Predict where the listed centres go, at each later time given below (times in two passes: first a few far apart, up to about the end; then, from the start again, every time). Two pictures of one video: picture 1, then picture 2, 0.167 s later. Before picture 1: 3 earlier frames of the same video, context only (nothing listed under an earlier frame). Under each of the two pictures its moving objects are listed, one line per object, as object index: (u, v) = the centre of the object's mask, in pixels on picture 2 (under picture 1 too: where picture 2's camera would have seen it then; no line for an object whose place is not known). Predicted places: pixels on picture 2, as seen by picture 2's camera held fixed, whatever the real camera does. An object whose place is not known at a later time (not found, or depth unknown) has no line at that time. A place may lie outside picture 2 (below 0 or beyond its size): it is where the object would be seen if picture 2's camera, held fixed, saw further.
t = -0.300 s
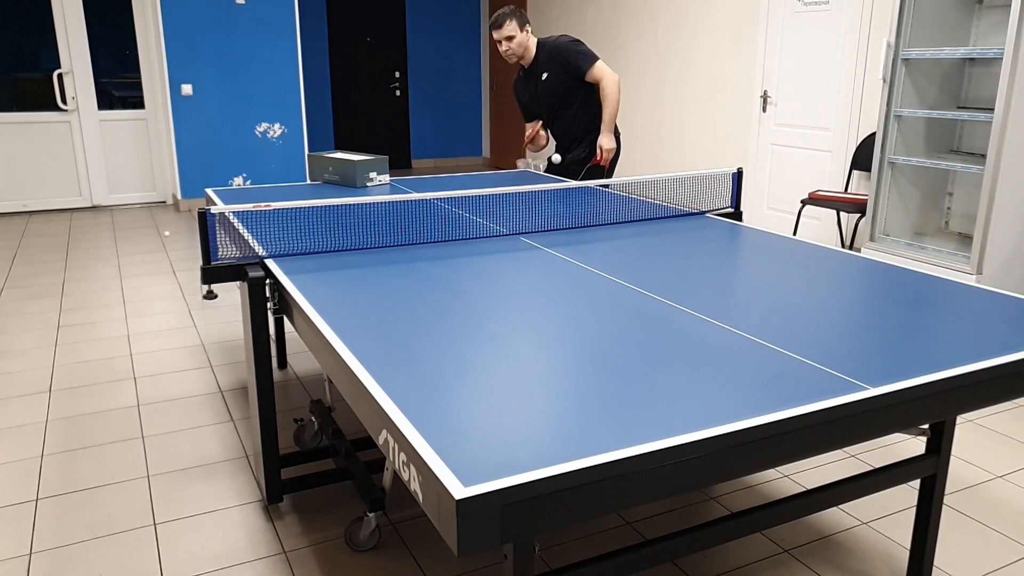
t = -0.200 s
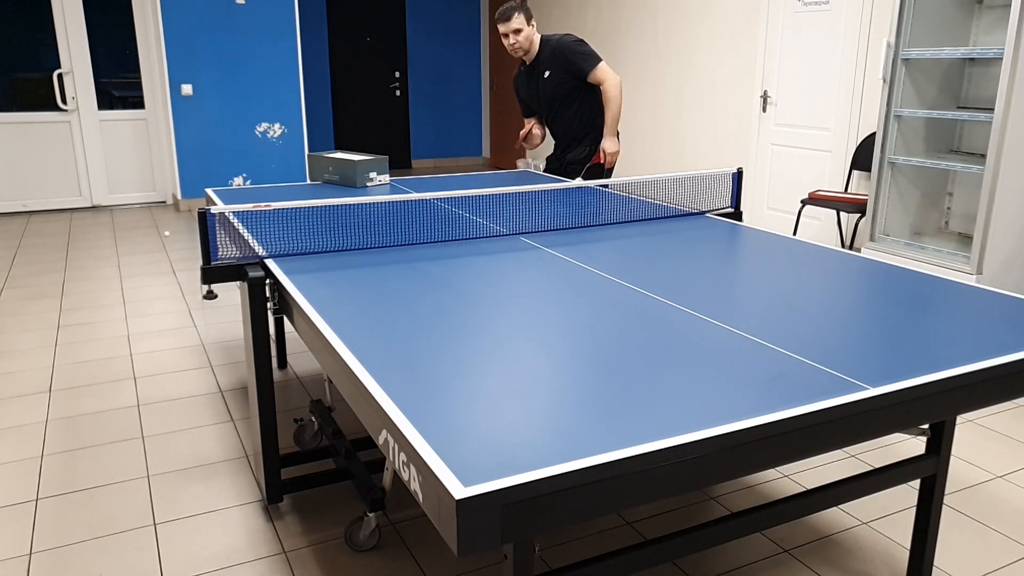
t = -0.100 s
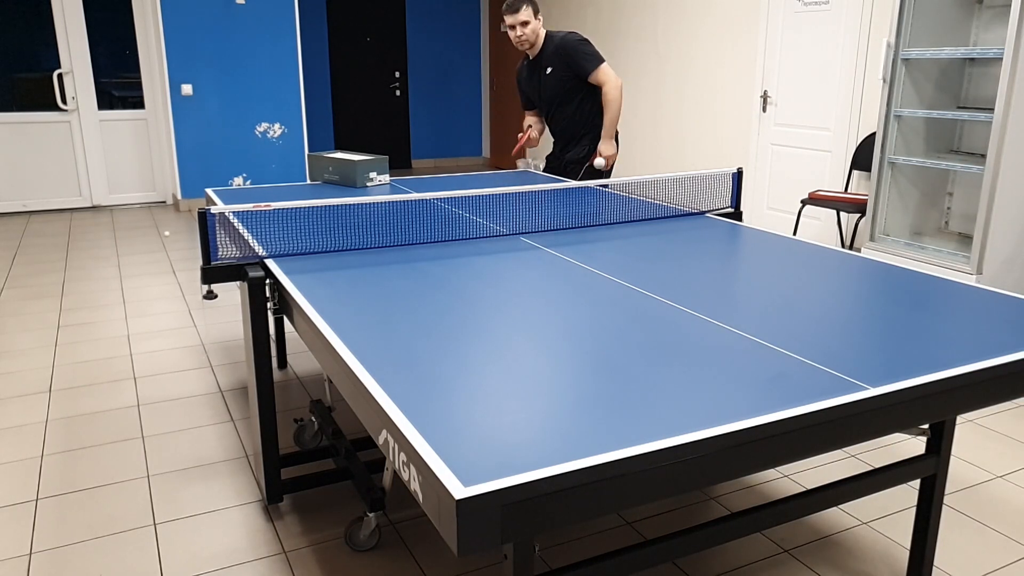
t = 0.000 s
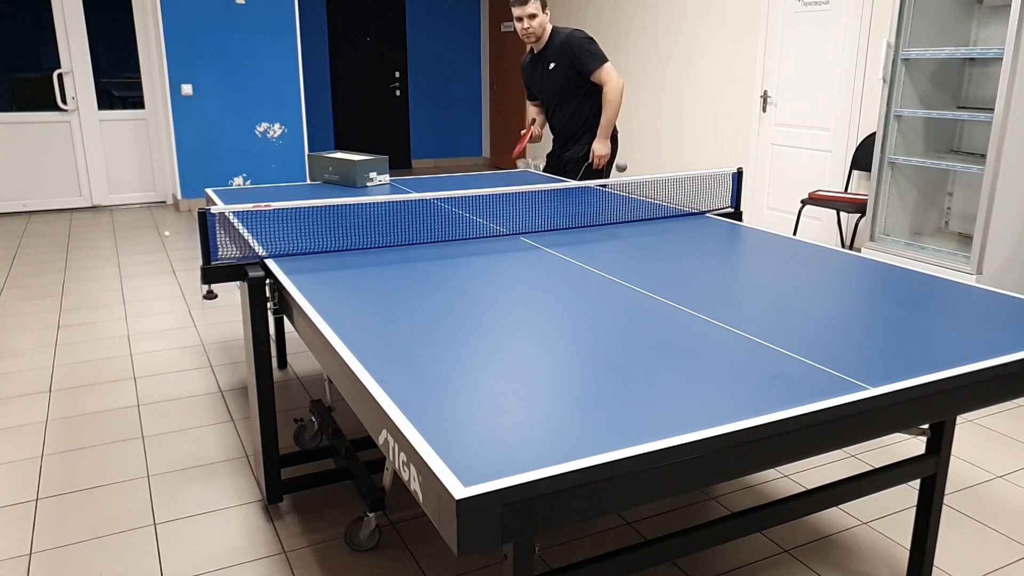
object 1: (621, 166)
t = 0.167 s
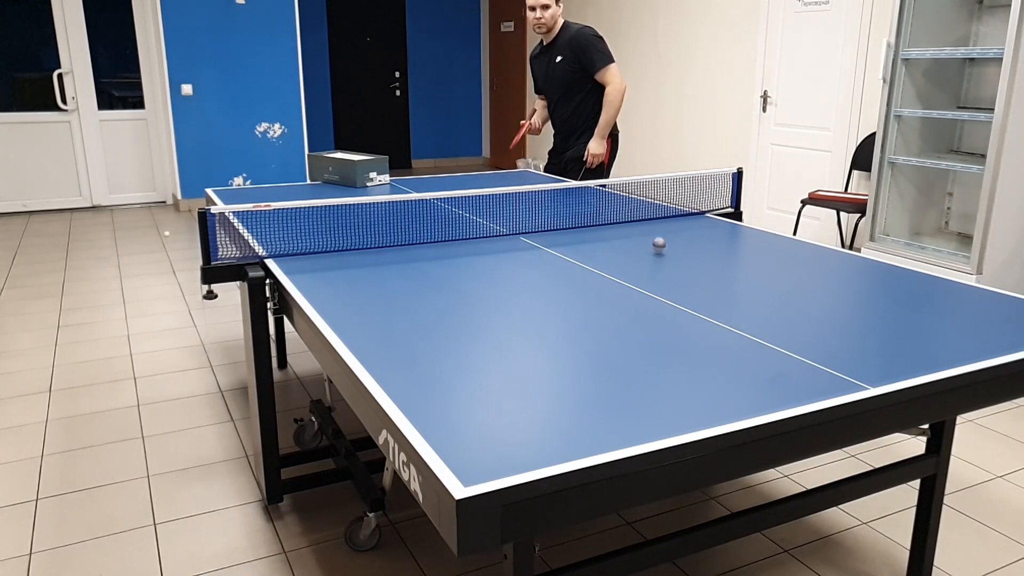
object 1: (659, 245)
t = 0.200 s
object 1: (666, 234)
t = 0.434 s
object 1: (711, 231)
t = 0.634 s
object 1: (740, 262)
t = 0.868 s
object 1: (753, 337)
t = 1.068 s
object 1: (737, 291)
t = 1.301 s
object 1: (694, 289)
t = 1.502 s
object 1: (647, 298)
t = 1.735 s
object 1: (593, 283)
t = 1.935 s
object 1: (558, 289)
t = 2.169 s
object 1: (522, 274)
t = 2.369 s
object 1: (494, 266)
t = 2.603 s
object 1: (466, 249)
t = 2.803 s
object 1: (445, 244)
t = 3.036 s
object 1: (424, 244)
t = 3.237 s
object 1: (407, 235)
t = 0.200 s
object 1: (666, 234)
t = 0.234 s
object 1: (671, 224)
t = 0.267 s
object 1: (678, 215)
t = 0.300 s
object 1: (684, 210)
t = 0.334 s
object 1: (691, 208)
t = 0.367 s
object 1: (698, 212)
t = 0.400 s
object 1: (705, 219)
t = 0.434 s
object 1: (711, 231)
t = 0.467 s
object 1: (718, 249)
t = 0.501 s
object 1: (724, 271)
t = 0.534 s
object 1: (730, 300)
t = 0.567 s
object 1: (733, 286)
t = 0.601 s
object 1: (737, 272)
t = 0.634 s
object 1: (740, 262)
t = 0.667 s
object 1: (743, 257)
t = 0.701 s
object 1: (746, 257)
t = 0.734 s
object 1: (748, 262)
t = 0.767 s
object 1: (750, 272)
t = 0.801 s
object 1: (751, 288)
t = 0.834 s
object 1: (753, 310)
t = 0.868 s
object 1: (753, 337)
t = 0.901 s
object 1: (752, 317)
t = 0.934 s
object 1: (750, 302)
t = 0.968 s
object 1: (747, 291)
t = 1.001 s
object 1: (745, 286)
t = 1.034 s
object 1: (741, 286)
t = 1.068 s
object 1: (737, 291)
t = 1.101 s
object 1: (733, 302)
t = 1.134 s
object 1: (728, 319)
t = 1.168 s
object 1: (724, 341)
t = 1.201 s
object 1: (716, 324)
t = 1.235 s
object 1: (710, 308)
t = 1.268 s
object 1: (703, 296)
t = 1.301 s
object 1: (694, 289)
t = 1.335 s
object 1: (686, 288)
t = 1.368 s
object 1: (678, 292)
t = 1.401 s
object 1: (669, 301)
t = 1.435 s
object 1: (661, 315)
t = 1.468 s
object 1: (653, 314)
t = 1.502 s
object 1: (647, 298)
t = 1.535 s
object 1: (639, 286)
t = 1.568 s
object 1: (634, 281)
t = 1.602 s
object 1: (624, 279)
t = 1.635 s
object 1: (614, 287)
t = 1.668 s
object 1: (605, 302)
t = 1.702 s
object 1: (599, 297)
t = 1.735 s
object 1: (593, 283)
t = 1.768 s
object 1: (587, 275)
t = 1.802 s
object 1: (581, 271)
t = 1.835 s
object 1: (575, 272)
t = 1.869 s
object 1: (569, 278)
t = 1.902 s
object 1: (564, 287)
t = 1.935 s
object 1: (558, 289)
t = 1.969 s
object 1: (553, 276)
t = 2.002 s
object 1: (548, 268)
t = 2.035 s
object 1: (543, 264)
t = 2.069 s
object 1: (538, 265)
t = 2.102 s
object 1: (533, 270)
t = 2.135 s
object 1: (528, 279)
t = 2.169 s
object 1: (522, 274)
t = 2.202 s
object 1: (518, 264)
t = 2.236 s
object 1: (512, 258)
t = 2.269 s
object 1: (508, 258)
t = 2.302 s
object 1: (504, 262)
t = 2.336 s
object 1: (499, 270)
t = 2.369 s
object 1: (494, 266)
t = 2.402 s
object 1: (490, 256)
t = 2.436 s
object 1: (486, 253)
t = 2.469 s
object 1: (481, 254)
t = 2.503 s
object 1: (478, 258)
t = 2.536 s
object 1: (473, 264)
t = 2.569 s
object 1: (469, 253)
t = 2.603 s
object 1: (466, 249)
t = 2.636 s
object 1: (462, 247)
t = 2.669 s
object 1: (458, 253)
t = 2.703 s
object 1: (454, 258)
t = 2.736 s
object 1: (451, 248)
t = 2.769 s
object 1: (447, 243)
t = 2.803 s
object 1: (445, 244)
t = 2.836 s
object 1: (441, 249)
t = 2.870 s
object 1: (438, 250)
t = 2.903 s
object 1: (435, 242)
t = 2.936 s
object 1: (433, 241)
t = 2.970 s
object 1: (430, 240)
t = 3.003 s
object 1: (426, 246)
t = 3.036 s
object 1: (424, 244)
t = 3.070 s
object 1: (421, 238)
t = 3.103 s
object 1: (417, 237)
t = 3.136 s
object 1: (415, 243)
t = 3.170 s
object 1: (412, 239)
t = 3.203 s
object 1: (410, 235)
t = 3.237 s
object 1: (407, 235)
